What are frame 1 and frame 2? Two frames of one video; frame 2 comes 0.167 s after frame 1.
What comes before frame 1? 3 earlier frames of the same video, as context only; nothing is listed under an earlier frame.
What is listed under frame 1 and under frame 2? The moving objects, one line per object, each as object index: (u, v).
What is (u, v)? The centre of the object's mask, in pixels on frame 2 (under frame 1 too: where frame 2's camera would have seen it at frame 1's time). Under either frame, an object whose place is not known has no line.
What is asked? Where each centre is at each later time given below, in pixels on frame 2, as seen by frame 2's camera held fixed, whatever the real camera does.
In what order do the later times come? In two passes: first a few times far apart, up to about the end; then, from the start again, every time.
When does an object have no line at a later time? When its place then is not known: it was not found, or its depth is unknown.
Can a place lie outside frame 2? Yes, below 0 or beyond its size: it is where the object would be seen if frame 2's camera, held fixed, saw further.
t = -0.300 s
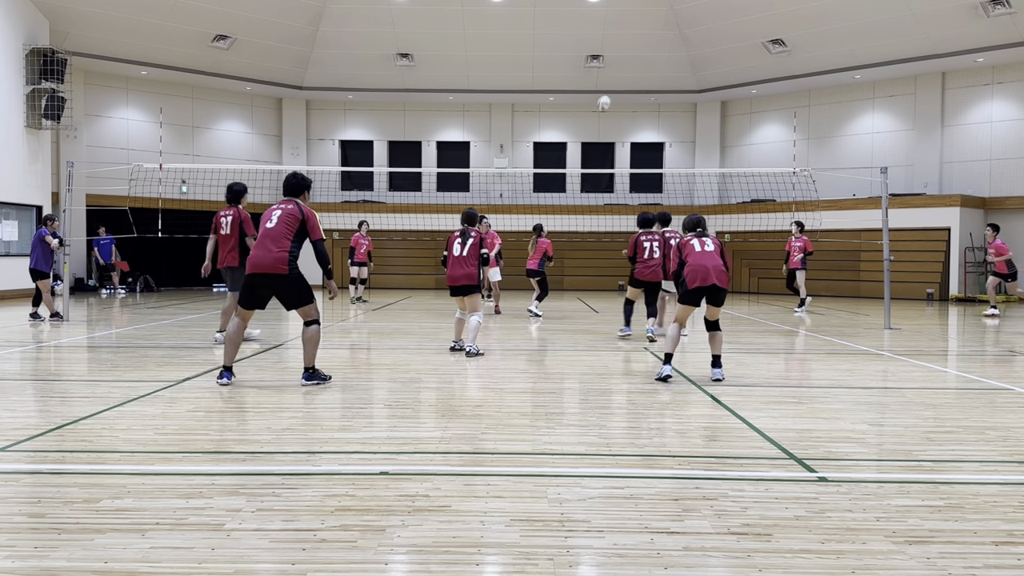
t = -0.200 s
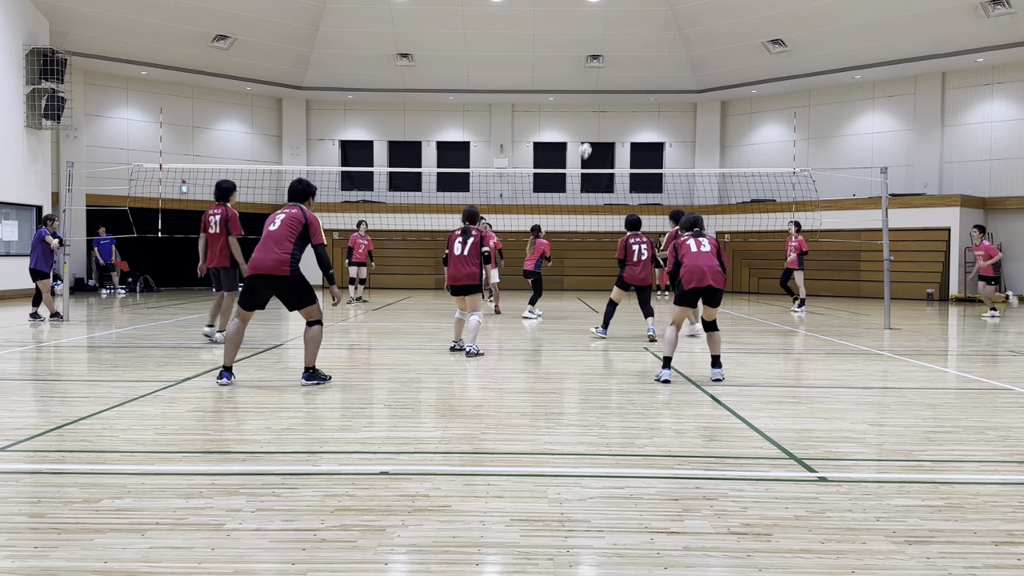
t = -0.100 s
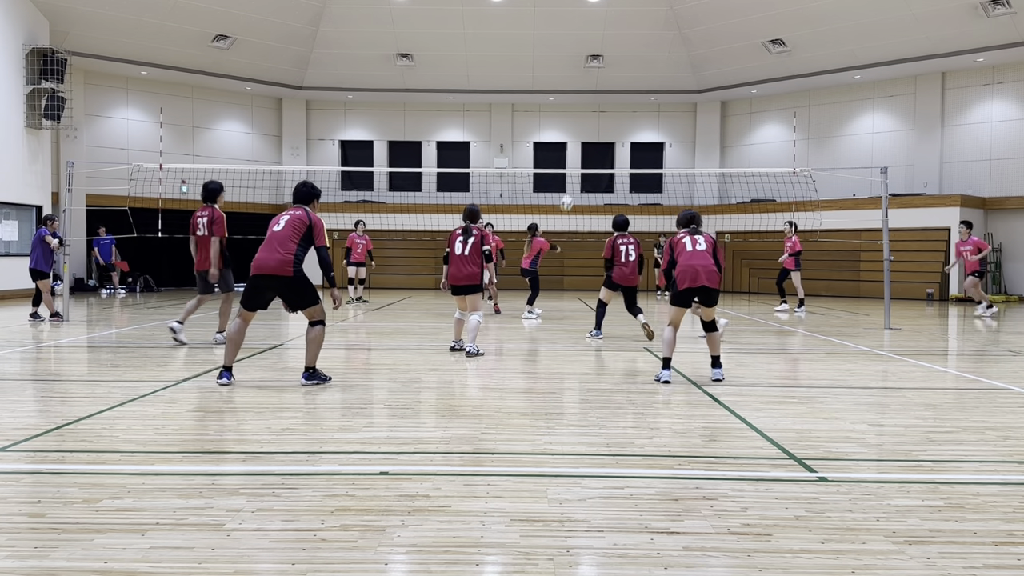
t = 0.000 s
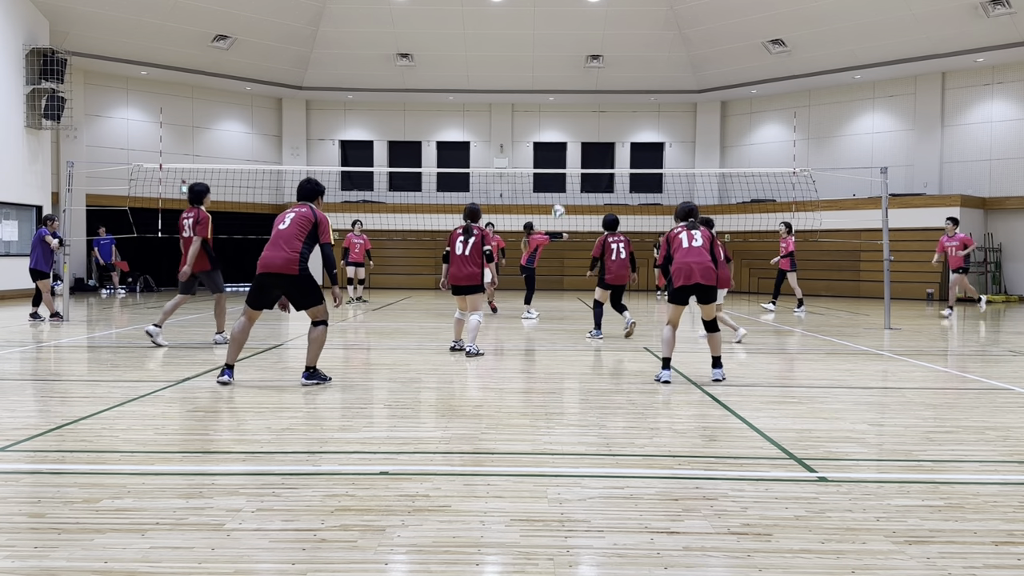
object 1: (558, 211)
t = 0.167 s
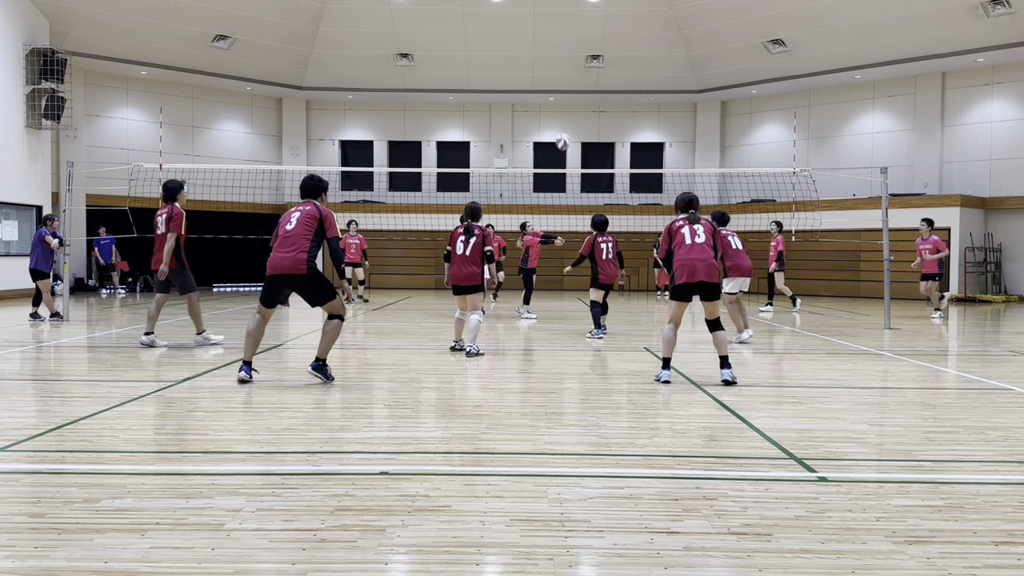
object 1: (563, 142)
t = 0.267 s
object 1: (566, 103)
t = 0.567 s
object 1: (576, 14)
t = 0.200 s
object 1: (564, 128)
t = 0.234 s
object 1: (565, 115)
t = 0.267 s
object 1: (566, 103)
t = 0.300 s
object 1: (567, 90)
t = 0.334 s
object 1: (568, 79)
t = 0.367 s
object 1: (569, 69)
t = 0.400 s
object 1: (570, 58)
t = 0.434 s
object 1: (571, 47)
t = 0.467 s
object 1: (572, 38)
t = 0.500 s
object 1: (573, 29)
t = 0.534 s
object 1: (574, 21)
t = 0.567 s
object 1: (576, 14)
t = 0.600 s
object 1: (577, 8)
